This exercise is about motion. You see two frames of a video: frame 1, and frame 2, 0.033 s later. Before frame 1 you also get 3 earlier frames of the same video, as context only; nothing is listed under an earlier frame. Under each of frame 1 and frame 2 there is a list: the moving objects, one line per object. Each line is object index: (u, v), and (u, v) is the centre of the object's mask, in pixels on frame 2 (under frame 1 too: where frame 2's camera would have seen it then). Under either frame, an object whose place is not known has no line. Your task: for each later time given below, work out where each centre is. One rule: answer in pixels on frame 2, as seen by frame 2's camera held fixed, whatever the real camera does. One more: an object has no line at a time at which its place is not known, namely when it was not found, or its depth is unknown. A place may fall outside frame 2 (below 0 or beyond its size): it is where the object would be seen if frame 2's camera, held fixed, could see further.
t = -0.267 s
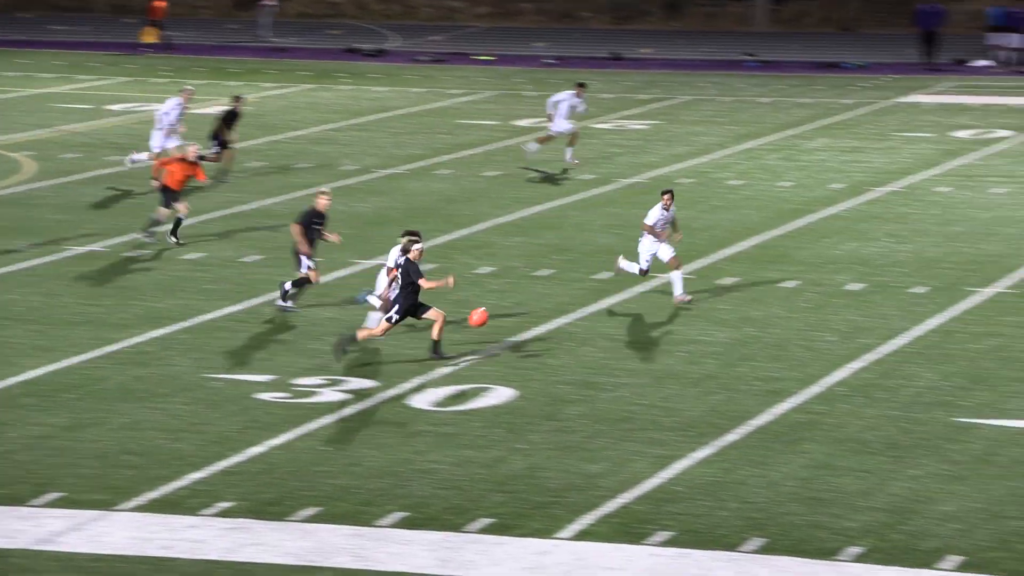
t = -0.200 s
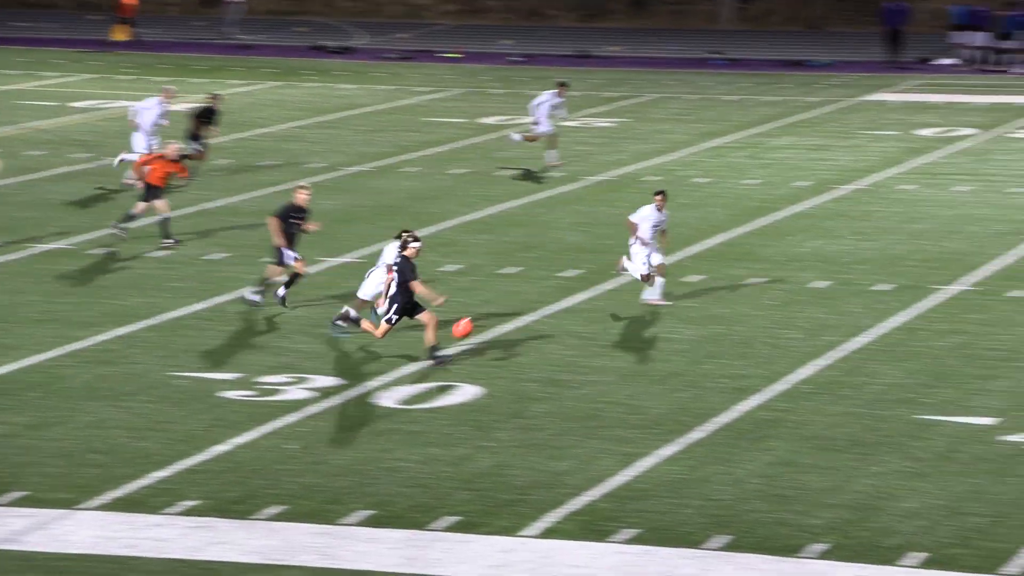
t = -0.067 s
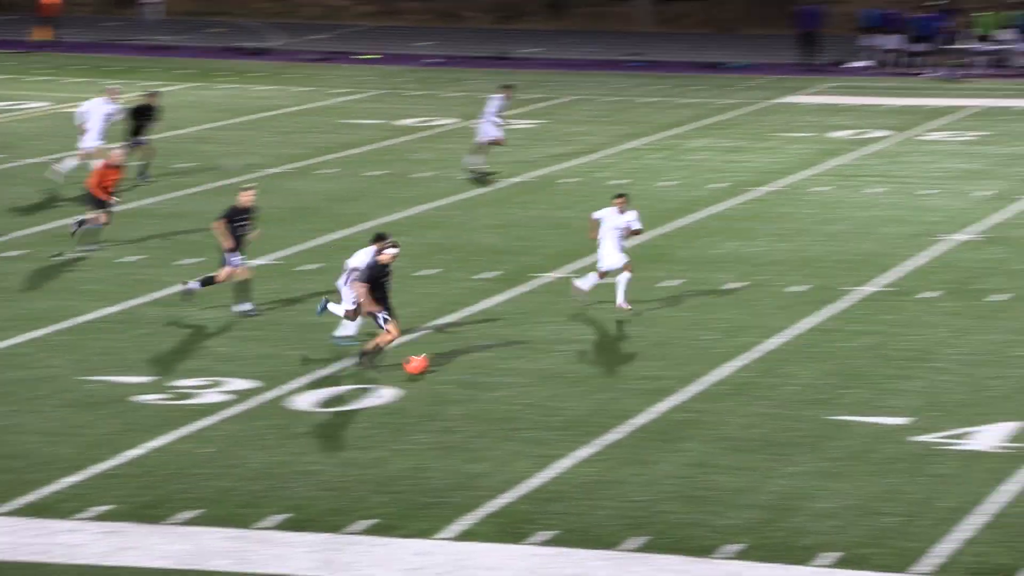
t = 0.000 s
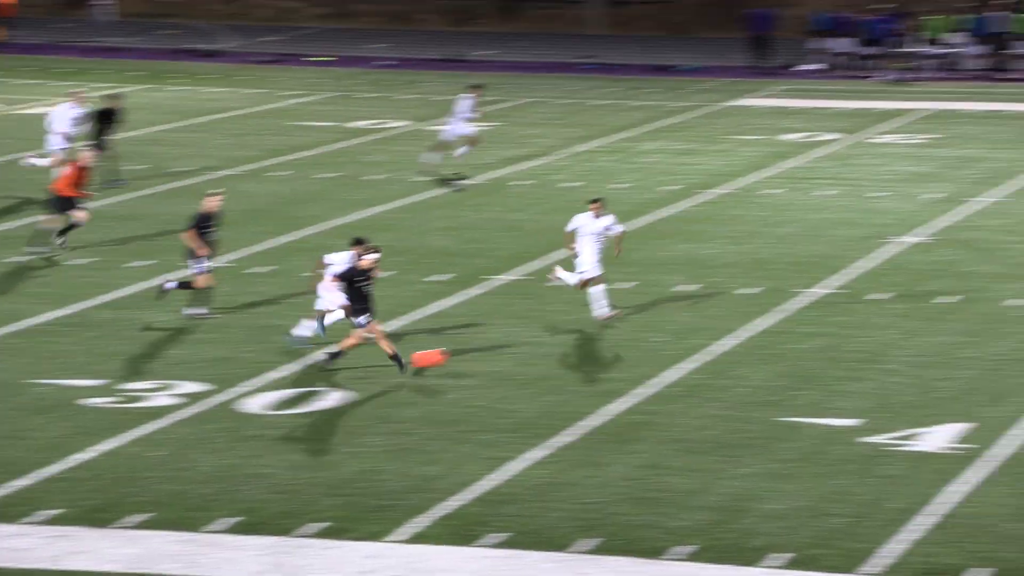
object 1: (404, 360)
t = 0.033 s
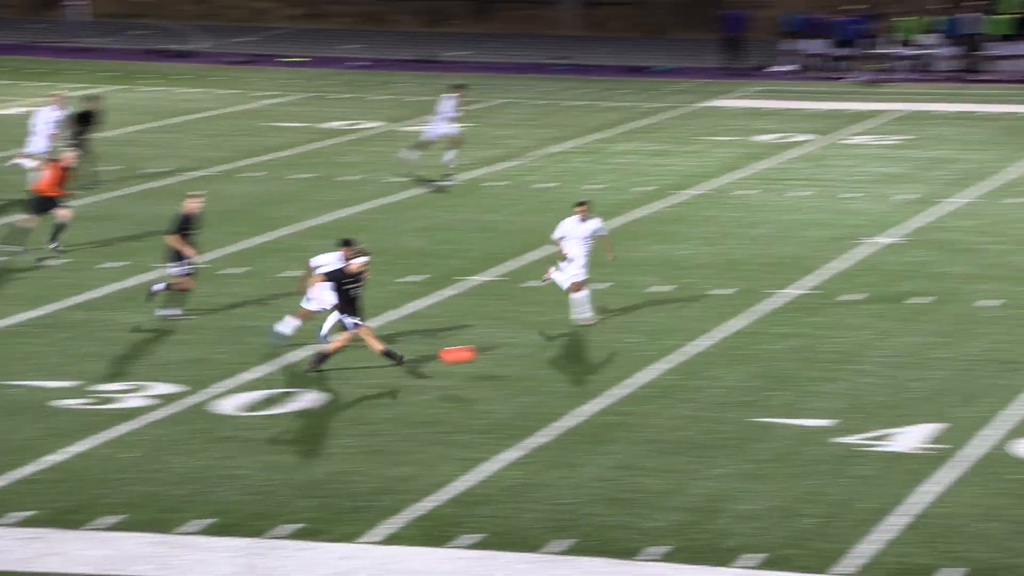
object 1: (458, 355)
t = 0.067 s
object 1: (512, 351)
